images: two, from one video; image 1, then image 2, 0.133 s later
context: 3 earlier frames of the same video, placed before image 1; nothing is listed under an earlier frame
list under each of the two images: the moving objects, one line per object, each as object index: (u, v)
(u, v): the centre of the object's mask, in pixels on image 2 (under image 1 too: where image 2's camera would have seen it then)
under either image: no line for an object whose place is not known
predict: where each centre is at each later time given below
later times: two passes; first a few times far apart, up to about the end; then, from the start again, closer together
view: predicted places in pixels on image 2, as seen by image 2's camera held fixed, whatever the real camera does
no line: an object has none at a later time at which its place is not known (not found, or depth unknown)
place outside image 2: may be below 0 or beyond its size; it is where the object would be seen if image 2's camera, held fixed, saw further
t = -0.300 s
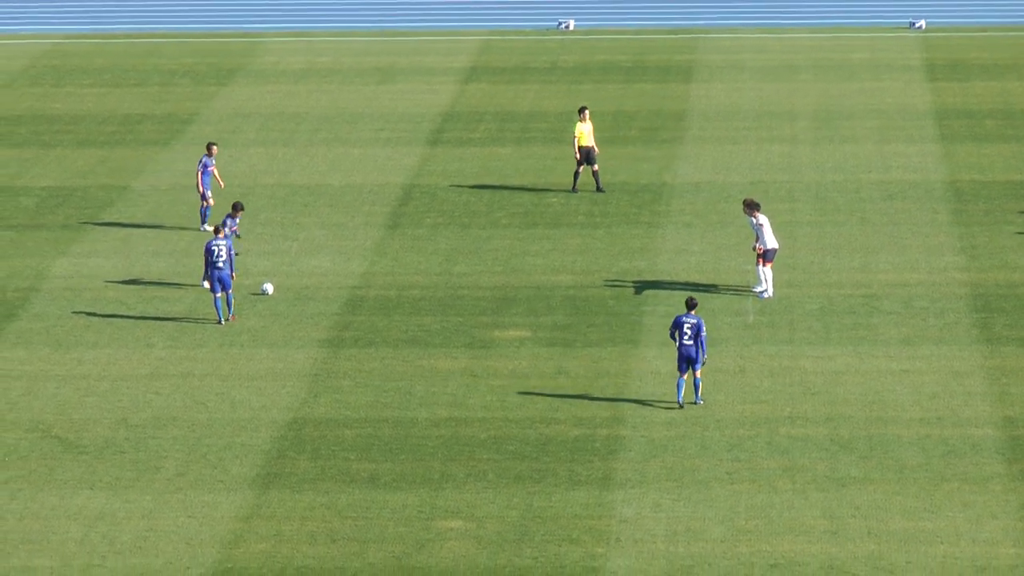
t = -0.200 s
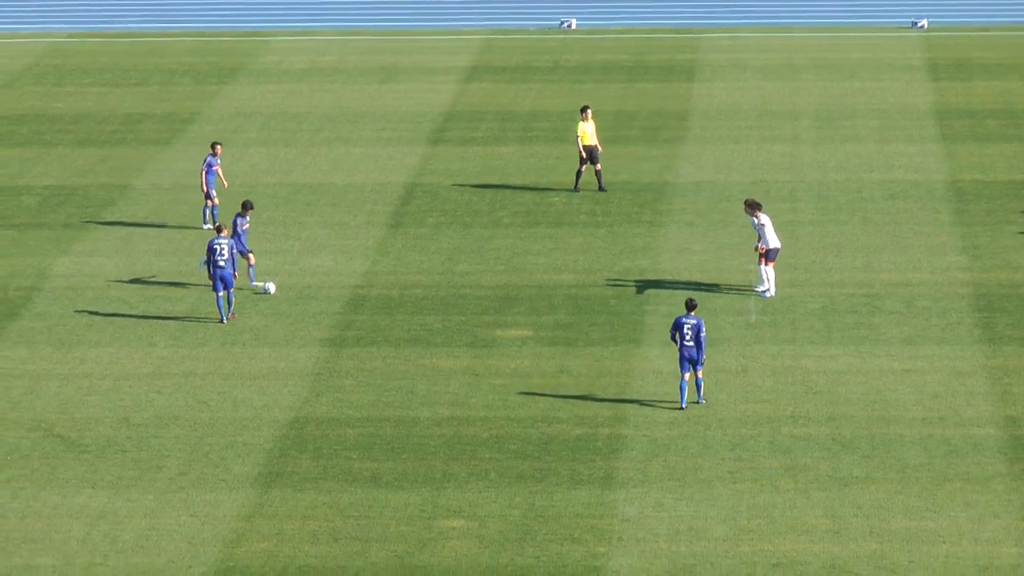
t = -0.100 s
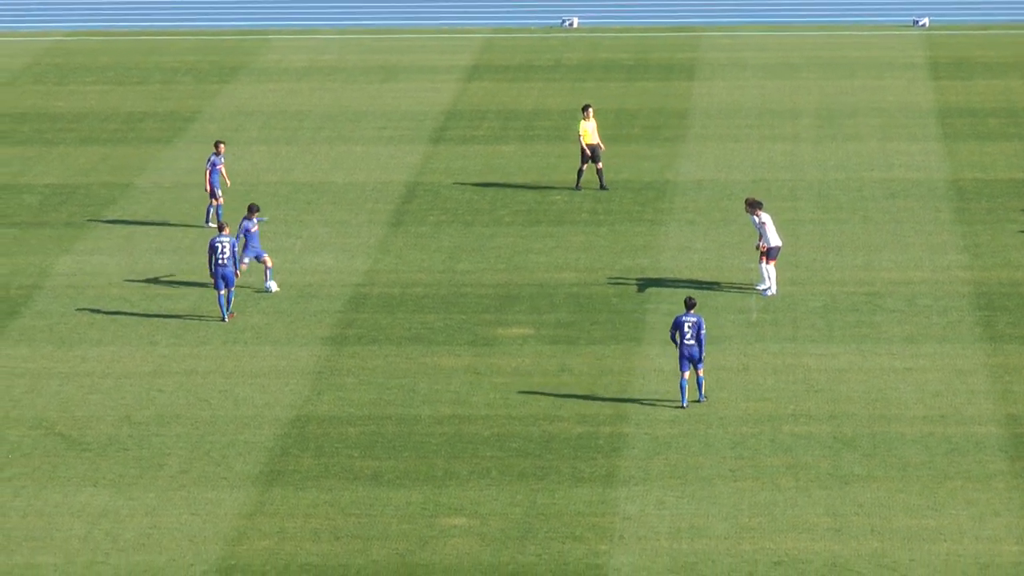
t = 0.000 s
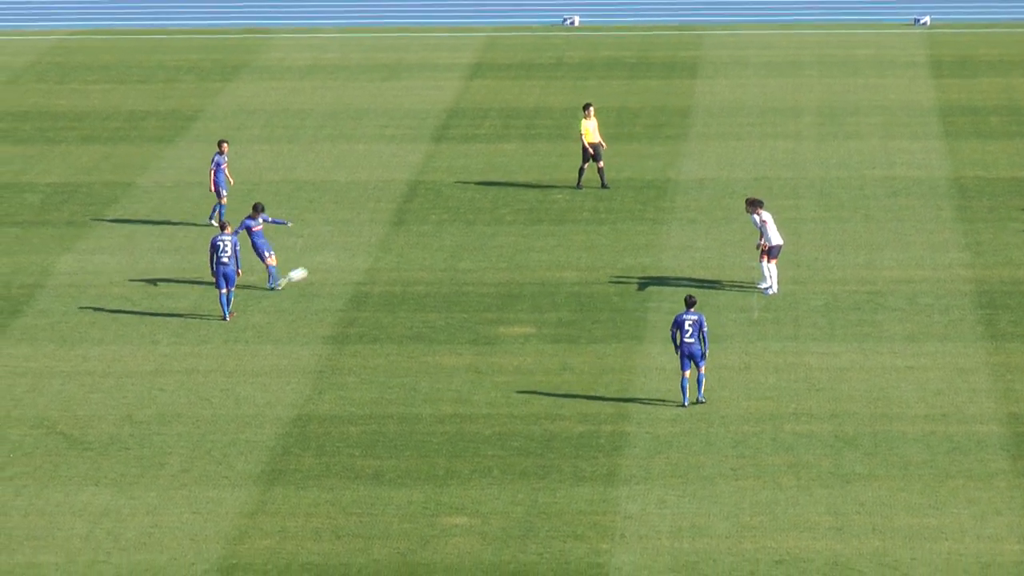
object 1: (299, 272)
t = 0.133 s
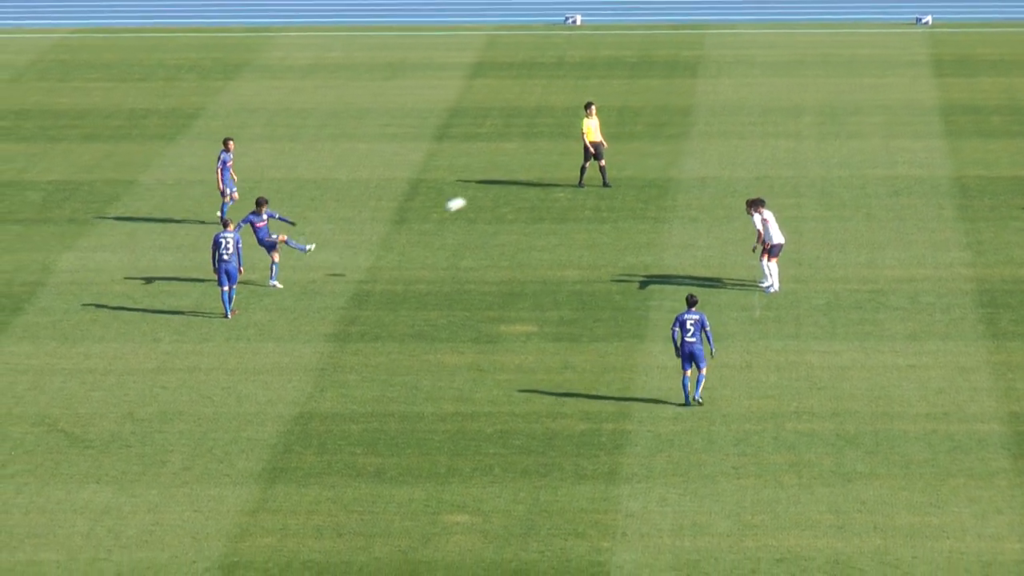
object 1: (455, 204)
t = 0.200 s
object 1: (529, 173)
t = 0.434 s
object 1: (772, 74)
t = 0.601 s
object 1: (919, 13)
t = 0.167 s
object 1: (493, 188)
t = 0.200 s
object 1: (529, 173)
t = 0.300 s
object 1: (635, 128)
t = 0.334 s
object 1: (669, 114)
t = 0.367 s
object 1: (702, 100)
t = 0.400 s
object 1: (736, 87)
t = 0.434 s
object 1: (772, 74)
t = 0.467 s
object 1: (800, 61)
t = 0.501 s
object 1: (831, 49)
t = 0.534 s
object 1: (862, 36)
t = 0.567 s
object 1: (888, 24)
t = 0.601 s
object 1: (919, 13)
